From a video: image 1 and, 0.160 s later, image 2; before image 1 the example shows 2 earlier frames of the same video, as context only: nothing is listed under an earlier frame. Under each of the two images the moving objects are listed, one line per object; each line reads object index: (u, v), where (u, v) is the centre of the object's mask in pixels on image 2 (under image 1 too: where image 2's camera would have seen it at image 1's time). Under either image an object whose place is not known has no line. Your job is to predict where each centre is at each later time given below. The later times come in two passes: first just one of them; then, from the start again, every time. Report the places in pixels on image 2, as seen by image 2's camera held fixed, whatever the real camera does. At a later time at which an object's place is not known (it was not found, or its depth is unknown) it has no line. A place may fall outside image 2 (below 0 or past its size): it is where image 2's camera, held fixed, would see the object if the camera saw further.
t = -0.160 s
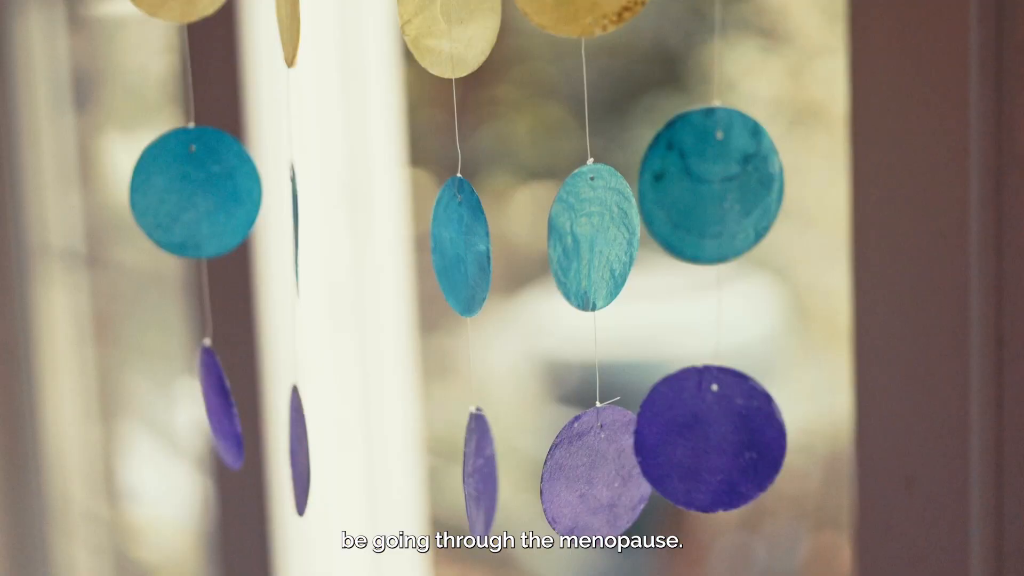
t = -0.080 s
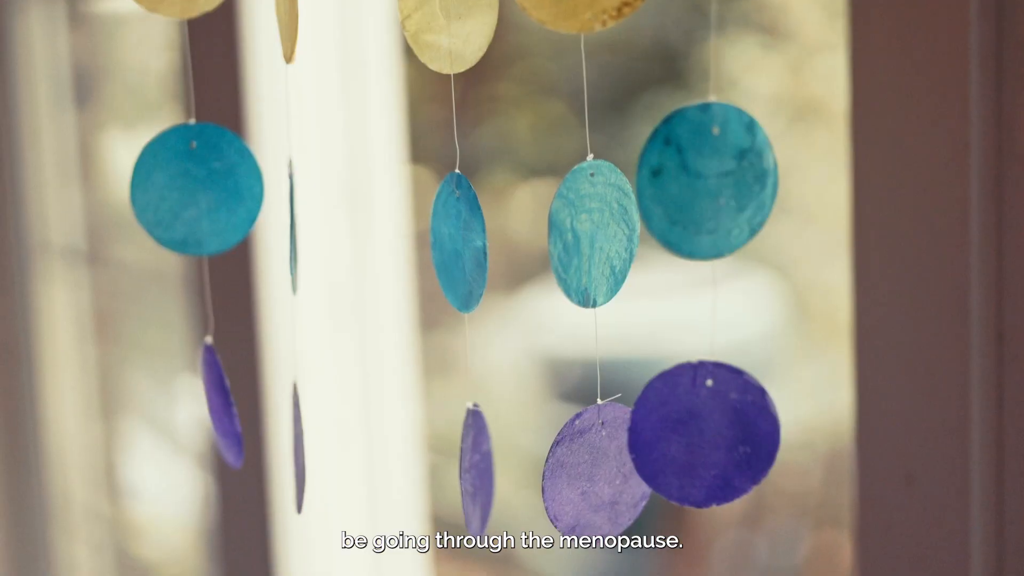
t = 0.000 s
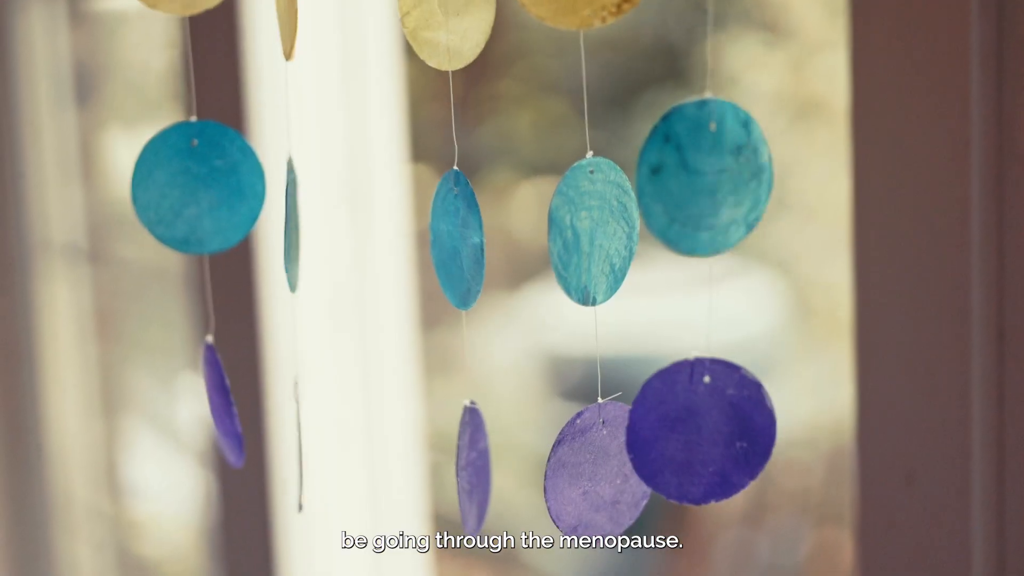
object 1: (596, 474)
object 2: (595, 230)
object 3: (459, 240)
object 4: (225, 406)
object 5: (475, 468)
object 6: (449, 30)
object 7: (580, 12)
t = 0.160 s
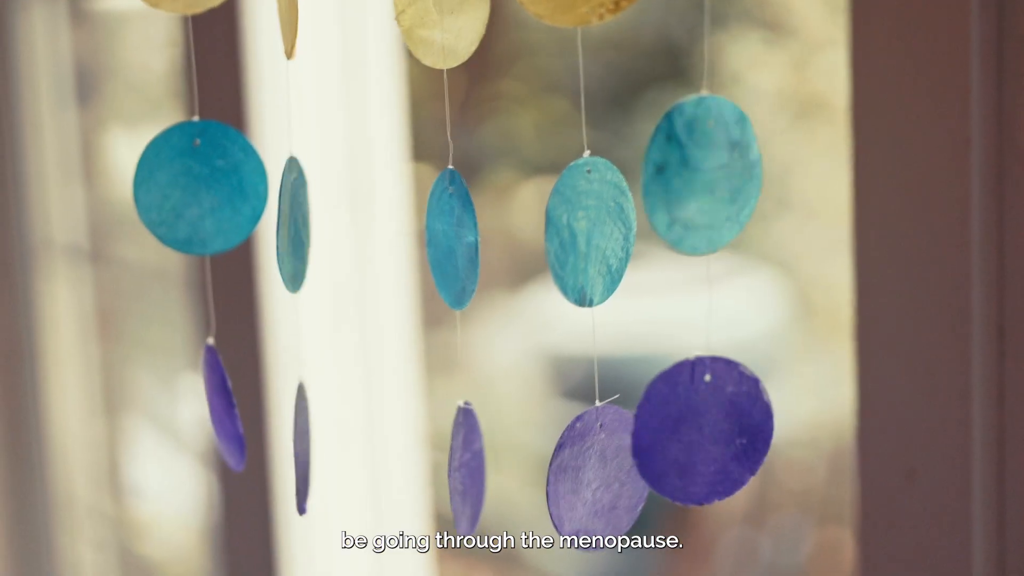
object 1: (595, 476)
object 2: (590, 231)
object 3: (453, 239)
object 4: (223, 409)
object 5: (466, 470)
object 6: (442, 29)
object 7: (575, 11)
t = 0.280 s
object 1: (592, 477)
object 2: (584, 233)
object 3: (445, 241)
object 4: (221, 411)
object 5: (460, 471)
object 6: (435, 28)
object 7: (569, 10)
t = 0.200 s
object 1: (595, 476)
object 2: (588, 232)
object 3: (450, 240)
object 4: (223, 410)
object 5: (465, 470)
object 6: (440, 29)
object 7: (573, 11)
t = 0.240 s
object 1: (594, 477)
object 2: (587, 232)
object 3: (448, 240)
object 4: (222, 411)
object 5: (462, 471)
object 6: (438, 29)
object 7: (571, 10)
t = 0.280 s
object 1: (592, 477)
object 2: (584, 233)
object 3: (445, 241)
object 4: (221, 411)
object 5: (460, 471)
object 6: (435, 28)
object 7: (569, 10)
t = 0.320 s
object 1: (589, 478)
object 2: (583, 234)
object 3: (442, 241)
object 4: (221, 412)
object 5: (458, 472)
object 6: (432, 28)
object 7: (566, 9)
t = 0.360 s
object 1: (585, 484)
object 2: (581, 235)
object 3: (439, 242)
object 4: (220, 412)
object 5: (456, 472)
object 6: (430, 28)
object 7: (563, 9)
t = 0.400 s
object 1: (581, 485)
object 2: (578, 234)
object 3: (436, 242)
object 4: (219, 412)
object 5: (454, 472)
